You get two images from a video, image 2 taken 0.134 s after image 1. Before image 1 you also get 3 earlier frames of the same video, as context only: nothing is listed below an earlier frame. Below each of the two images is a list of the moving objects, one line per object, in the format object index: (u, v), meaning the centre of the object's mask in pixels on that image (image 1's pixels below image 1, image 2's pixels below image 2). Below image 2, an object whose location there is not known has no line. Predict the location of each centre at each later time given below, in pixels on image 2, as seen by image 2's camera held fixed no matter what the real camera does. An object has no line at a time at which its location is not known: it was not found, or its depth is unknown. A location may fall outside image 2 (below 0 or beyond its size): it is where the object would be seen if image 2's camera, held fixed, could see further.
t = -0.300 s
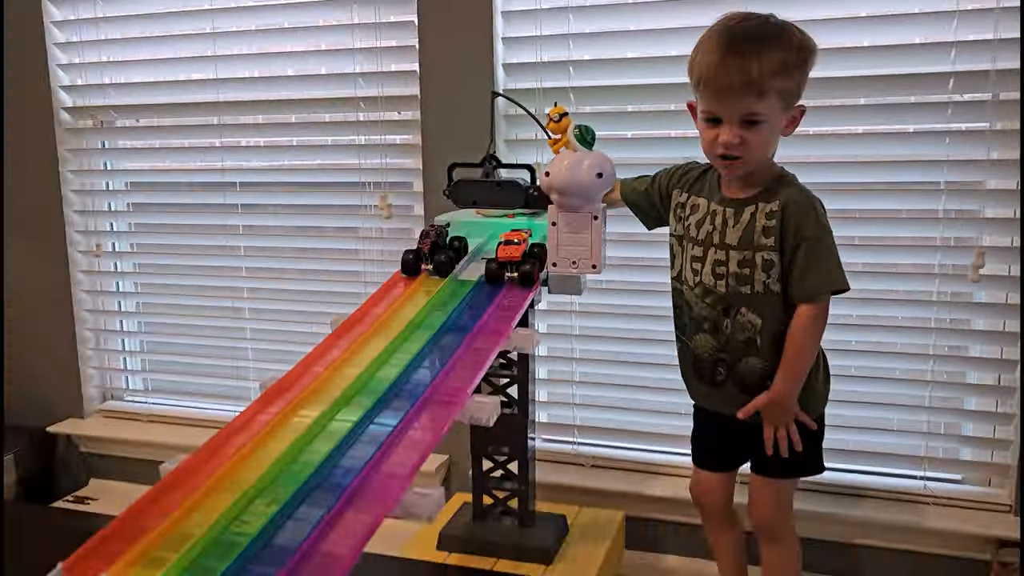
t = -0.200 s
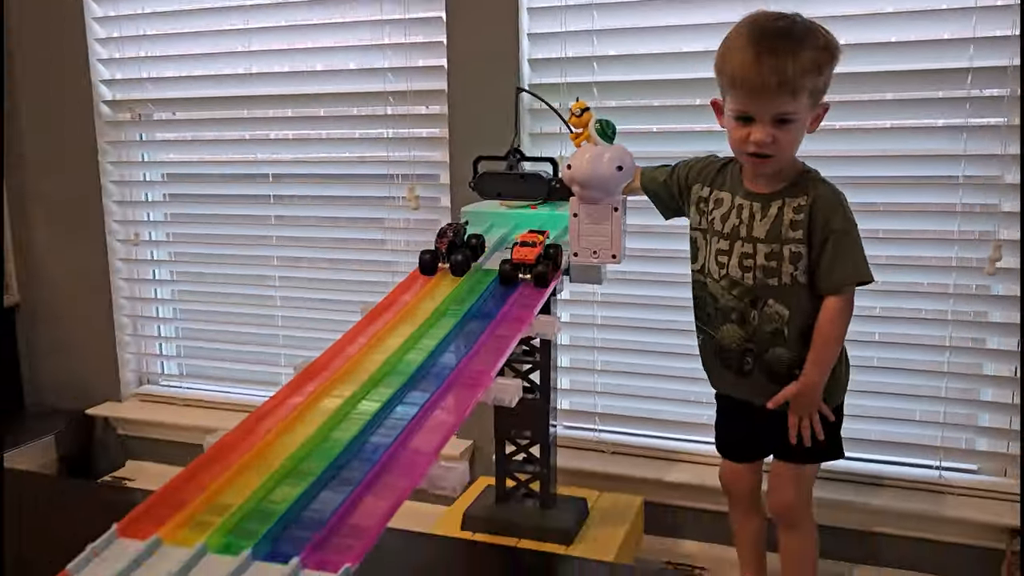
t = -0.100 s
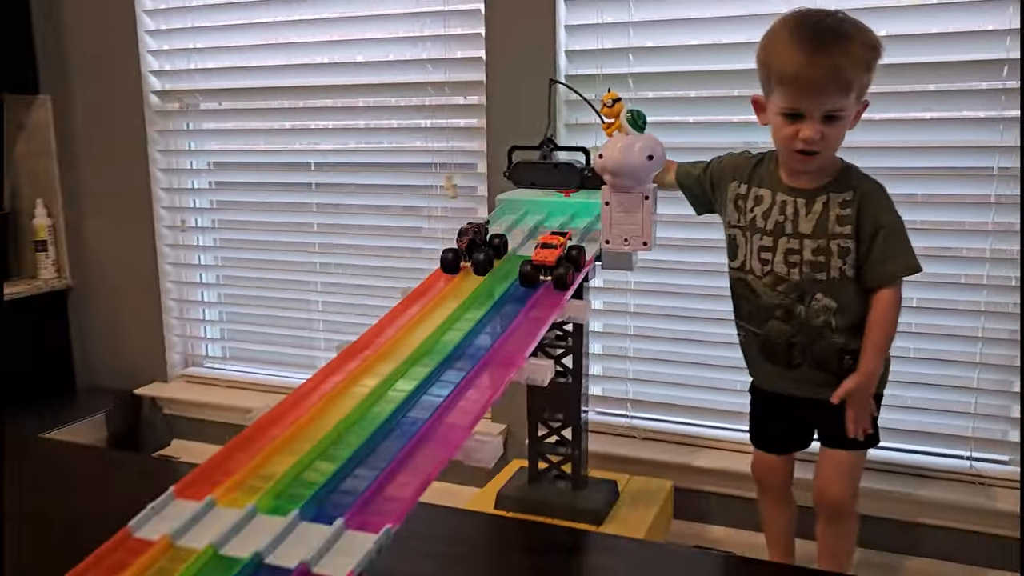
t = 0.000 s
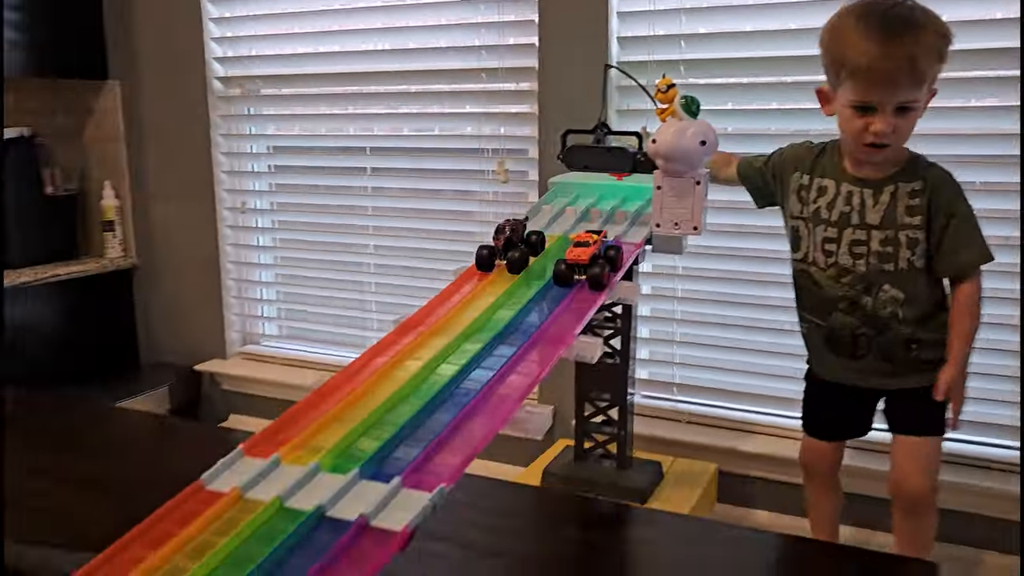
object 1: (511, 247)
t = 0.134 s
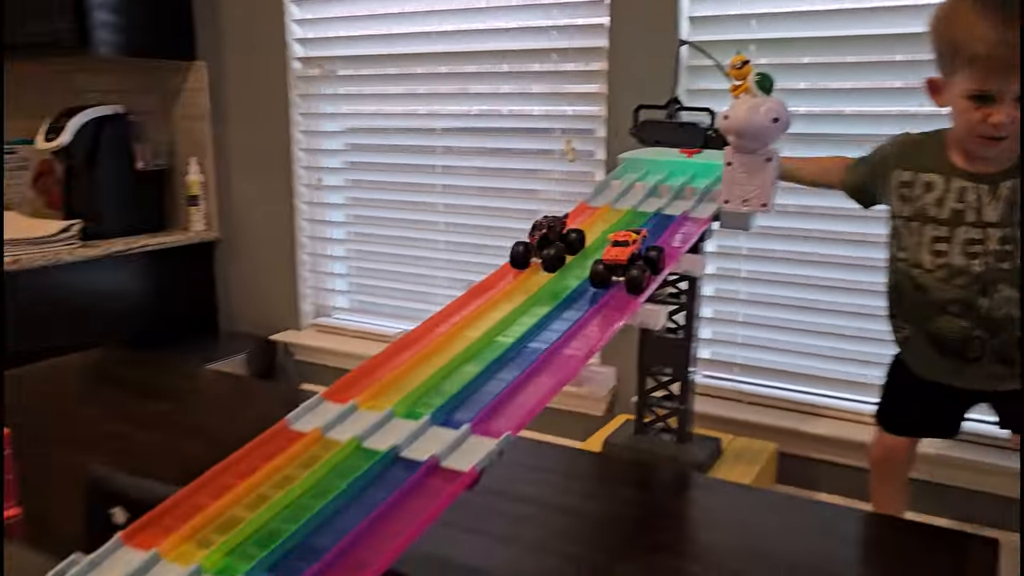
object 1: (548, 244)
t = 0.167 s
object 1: (538, 252)
